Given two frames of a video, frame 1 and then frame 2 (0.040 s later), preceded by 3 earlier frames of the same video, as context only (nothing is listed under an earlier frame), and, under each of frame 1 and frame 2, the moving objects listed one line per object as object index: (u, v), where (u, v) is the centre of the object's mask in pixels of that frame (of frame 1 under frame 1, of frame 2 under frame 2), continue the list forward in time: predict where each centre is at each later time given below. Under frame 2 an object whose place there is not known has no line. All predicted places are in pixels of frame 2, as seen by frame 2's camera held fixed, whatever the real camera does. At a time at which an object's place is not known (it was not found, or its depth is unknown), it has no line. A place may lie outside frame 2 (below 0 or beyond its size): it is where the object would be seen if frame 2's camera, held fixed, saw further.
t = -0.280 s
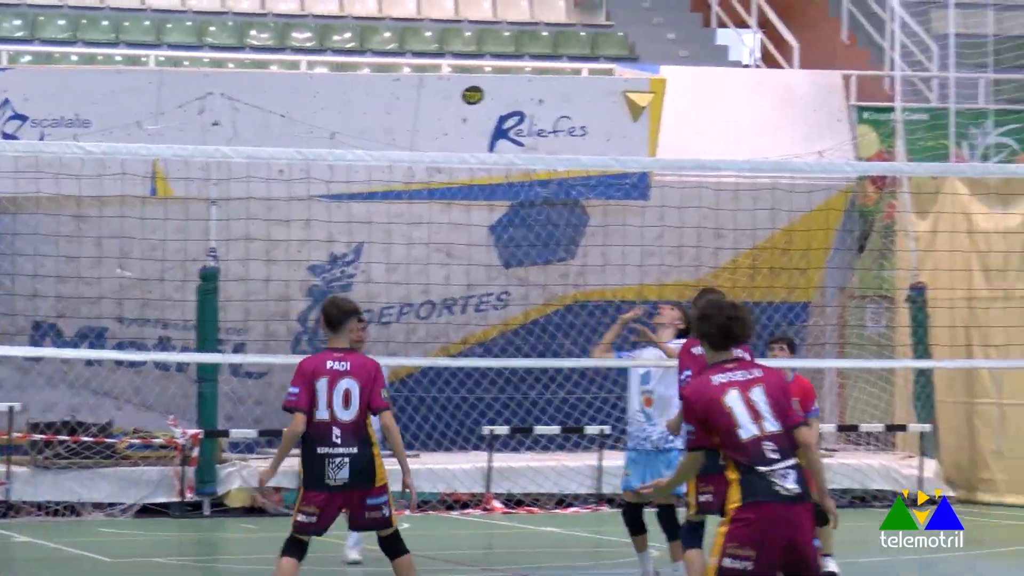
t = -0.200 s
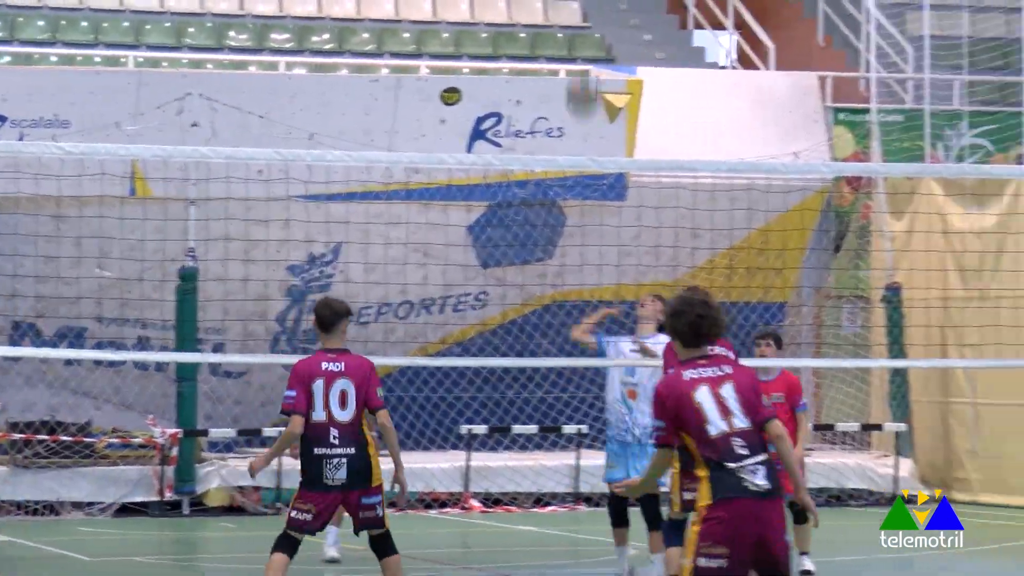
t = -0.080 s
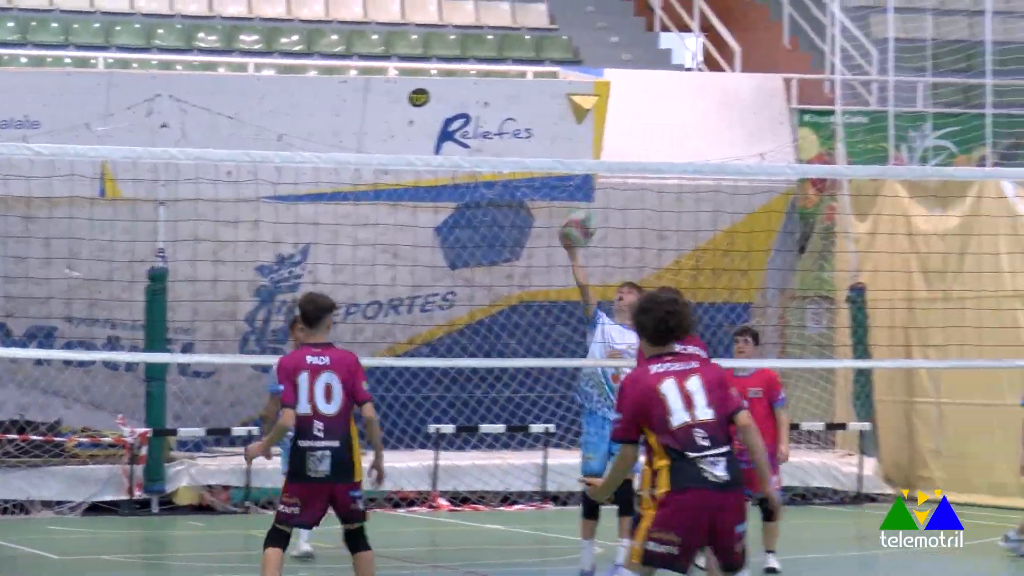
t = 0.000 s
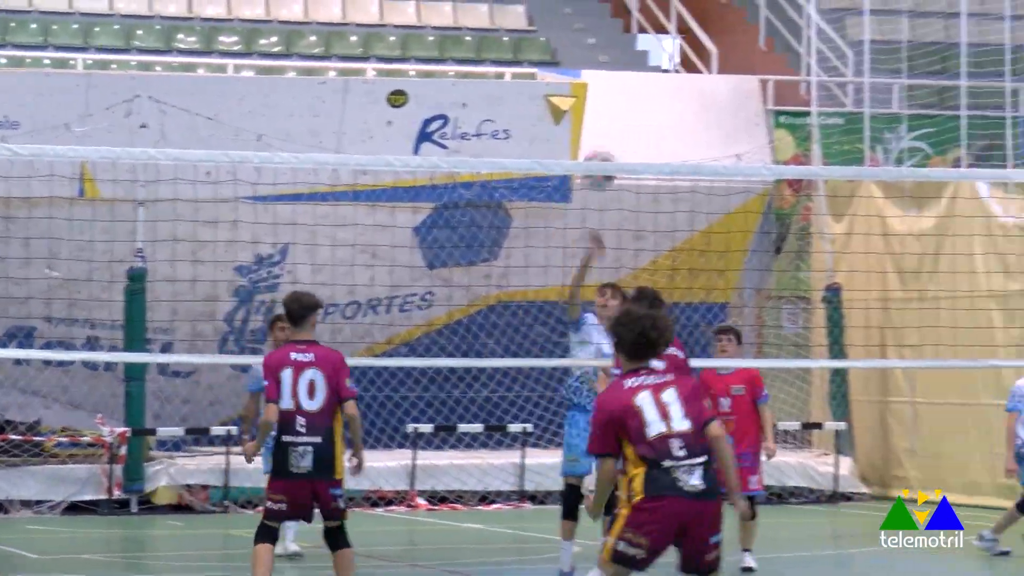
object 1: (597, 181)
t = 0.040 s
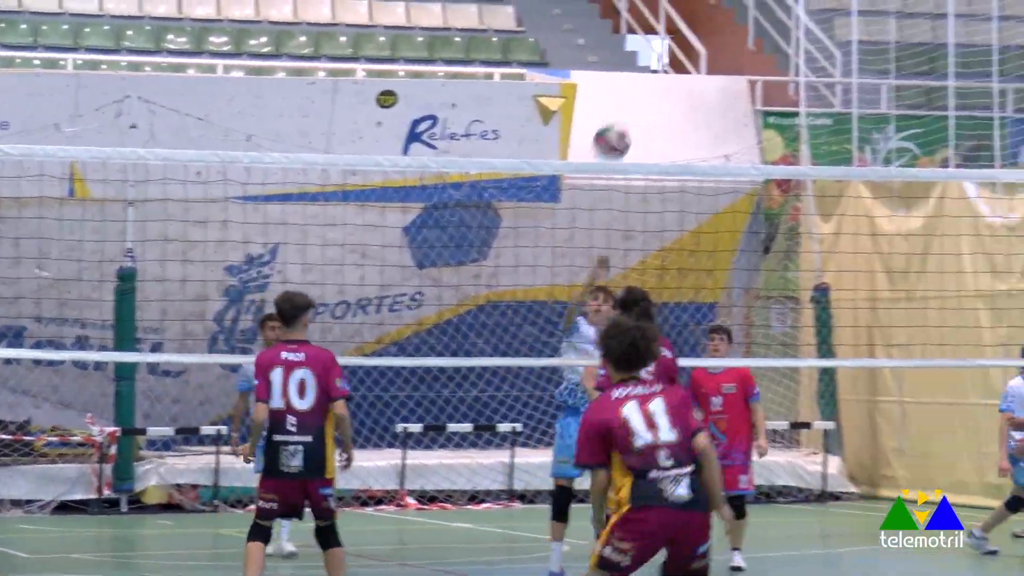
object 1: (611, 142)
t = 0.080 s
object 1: (636, 116)
